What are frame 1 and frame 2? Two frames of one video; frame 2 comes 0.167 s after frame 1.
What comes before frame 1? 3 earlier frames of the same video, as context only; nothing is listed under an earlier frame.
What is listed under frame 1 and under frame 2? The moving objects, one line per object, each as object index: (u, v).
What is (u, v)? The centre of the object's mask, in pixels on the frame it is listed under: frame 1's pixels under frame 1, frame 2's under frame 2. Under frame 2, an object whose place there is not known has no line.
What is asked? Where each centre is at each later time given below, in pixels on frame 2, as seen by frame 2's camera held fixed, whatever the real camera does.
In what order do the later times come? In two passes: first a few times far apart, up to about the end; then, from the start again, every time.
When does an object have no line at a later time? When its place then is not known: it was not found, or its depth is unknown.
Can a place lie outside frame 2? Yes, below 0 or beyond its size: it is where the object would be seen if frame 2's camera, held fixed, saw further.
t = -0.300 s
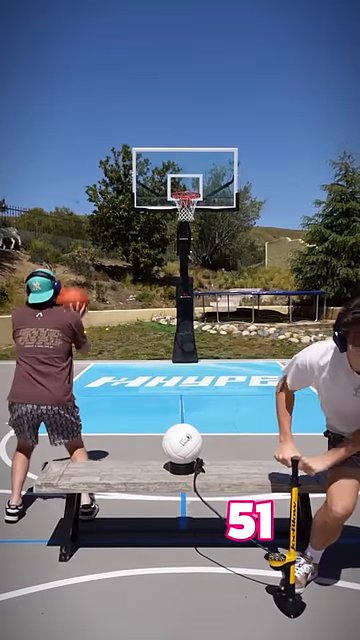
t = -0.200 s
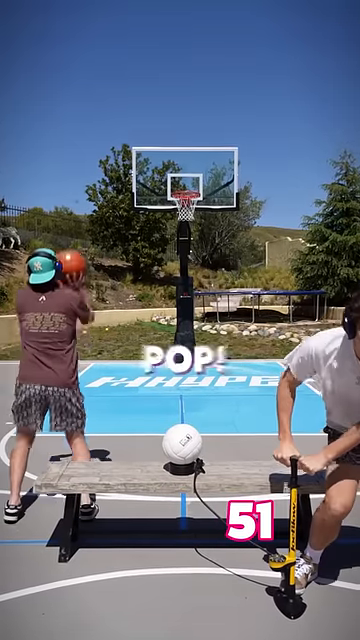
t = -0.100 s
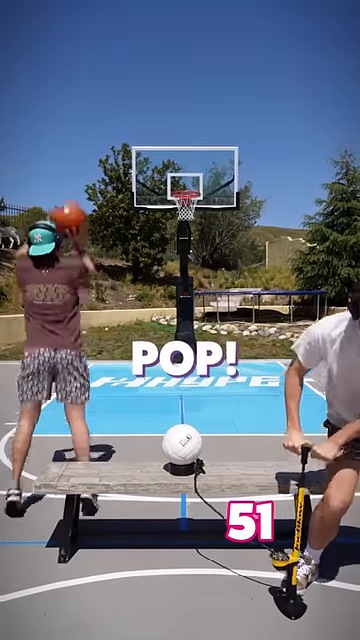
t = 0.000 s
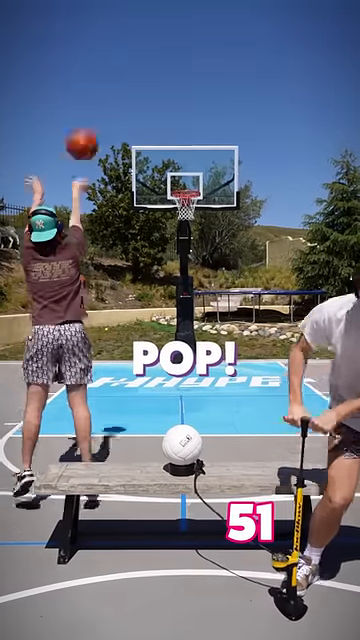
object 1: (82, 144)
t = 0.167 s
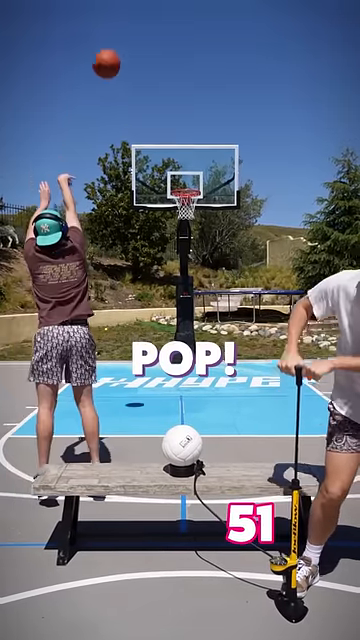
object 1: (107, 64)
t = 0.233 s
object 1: (114, 46)
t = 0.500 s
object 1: (139, 28)
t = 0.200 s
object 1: (110, 54)
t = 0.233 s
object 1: (114, 46)
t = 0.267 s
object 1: (117, 40)
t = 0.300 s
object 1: (121, 34)
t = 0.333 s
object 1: (124, 31)
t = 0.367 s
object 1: (127, 28)
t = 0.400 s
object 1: (130, 27)
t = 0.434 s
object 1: (133, 26)
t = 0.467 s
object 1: (136, 26)
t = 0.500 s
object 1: (139, 28)
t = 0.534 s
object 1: (141, 30)
